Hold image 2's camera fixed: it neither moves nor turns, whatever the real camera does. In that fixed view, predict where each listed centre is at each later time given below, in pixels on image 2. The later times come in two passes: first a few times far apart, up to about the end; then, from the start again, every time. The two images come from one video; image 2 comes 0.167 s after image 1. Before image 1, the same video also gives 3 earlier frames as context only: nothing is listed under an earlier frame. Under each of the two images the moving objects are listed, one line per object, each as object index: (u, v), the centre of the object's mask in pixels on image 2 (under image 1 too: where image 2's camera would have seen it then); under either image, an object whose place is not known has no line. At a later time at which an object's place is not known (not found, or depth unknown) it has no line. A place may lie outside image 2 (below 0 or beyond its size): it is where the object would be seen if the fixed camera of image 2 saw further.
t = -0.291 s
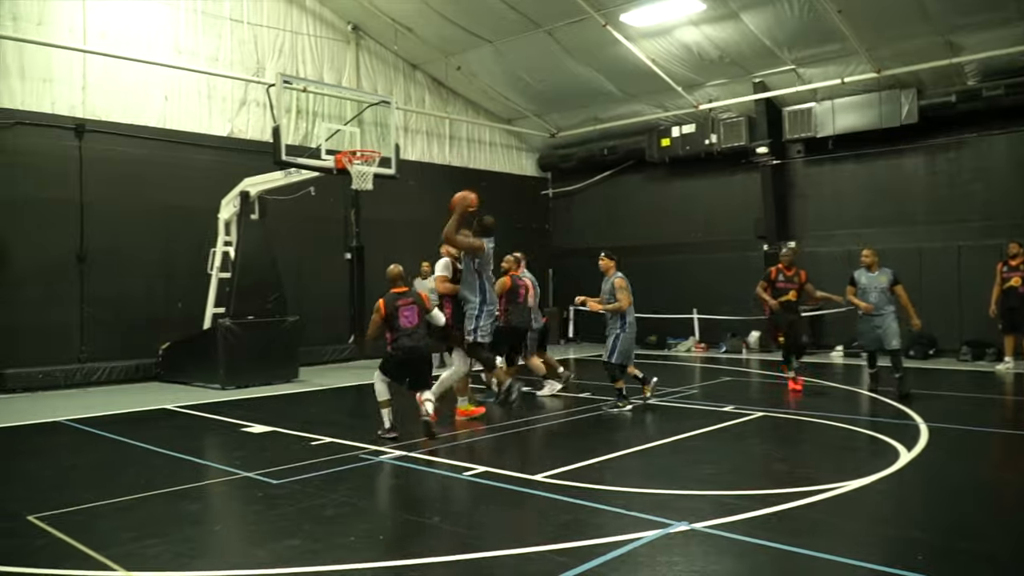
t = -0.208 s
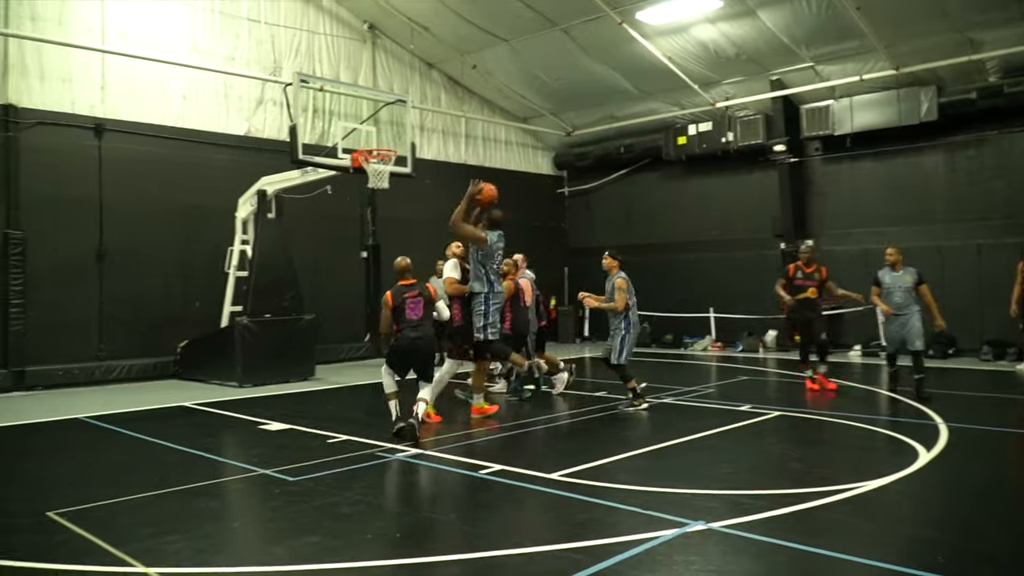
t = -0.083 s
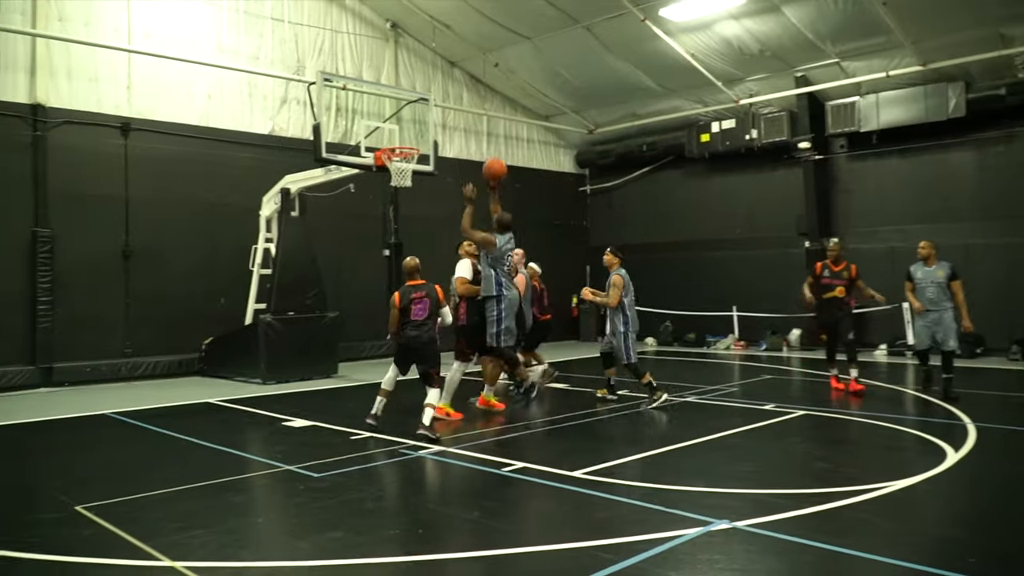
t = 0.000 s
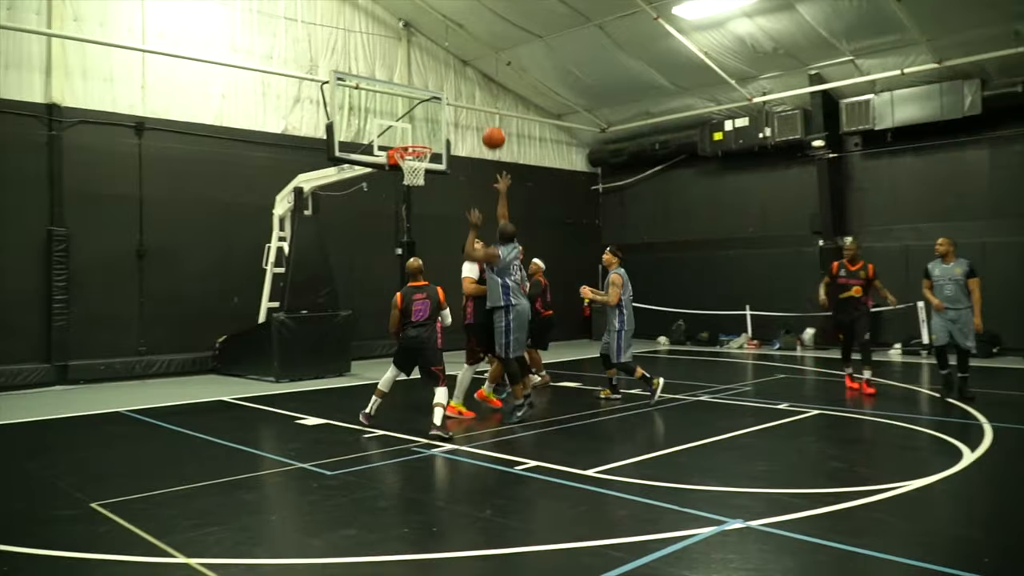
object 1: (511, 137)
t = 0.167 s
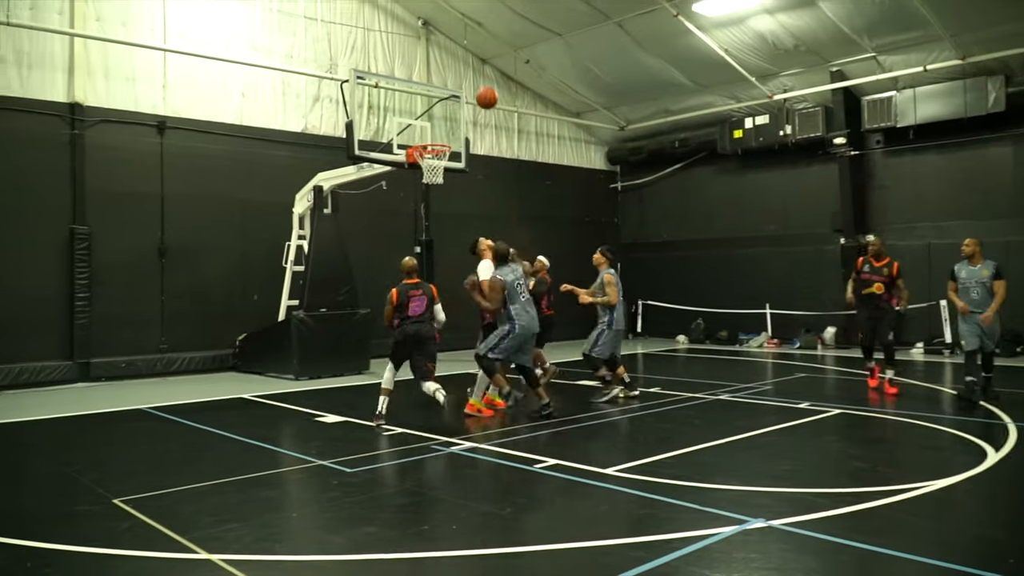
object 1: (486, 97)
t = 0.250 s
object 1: (475, 89)
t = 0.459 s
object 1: (451, 94)
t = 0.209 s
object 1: (482, 93)
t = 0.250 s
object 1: (475, 89)
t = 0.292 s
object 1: (470, 88)
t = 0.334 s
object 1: (464, 87)
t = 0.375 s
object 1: (461, 88)
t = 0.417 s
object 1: (455, 90)
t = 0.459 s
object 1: (451, 94)
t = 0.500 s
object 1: (446, 100)
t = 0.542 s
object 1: (442, 105)
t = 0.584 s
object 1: (438, 114)
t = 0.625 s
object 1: (434, 121)
